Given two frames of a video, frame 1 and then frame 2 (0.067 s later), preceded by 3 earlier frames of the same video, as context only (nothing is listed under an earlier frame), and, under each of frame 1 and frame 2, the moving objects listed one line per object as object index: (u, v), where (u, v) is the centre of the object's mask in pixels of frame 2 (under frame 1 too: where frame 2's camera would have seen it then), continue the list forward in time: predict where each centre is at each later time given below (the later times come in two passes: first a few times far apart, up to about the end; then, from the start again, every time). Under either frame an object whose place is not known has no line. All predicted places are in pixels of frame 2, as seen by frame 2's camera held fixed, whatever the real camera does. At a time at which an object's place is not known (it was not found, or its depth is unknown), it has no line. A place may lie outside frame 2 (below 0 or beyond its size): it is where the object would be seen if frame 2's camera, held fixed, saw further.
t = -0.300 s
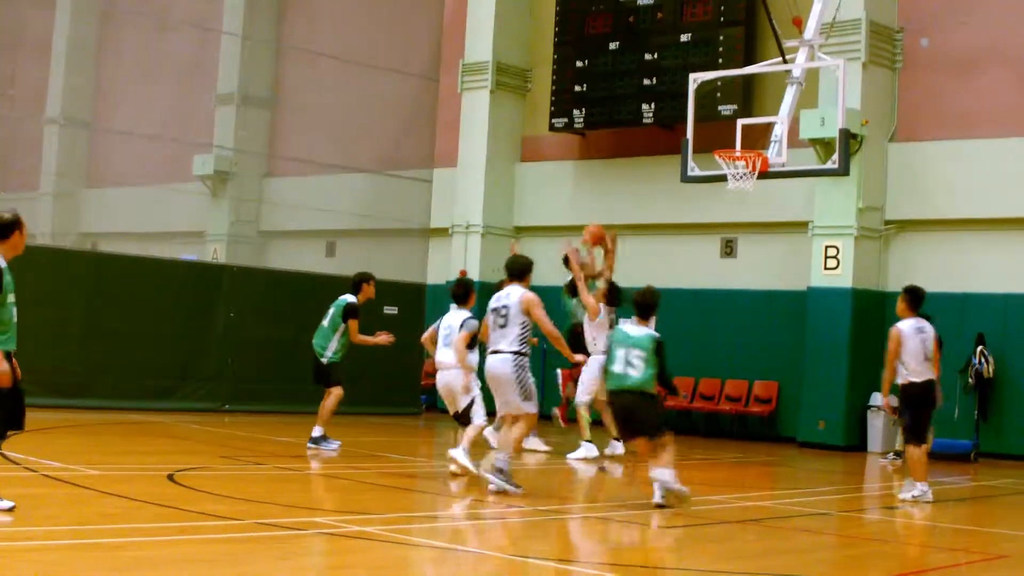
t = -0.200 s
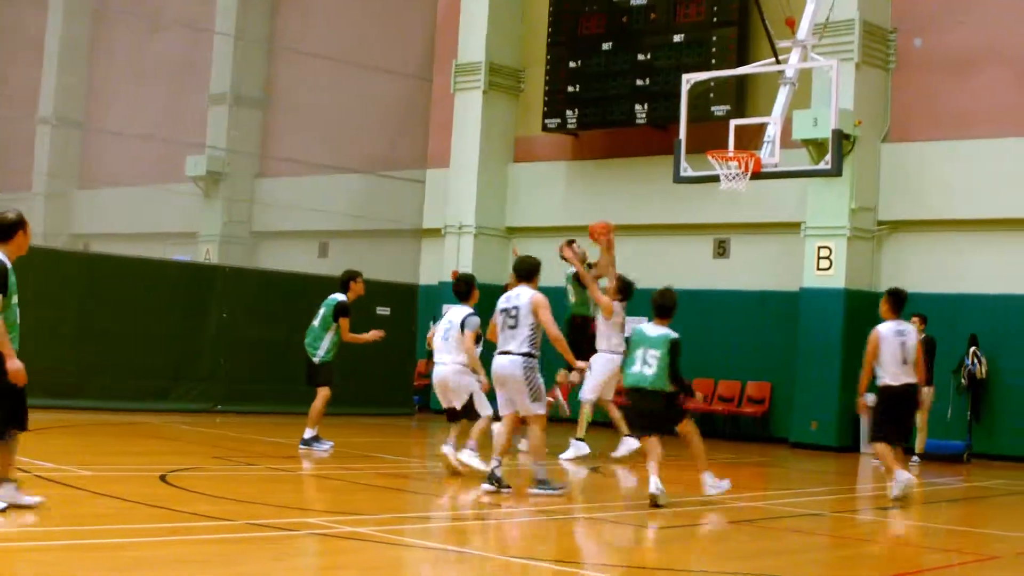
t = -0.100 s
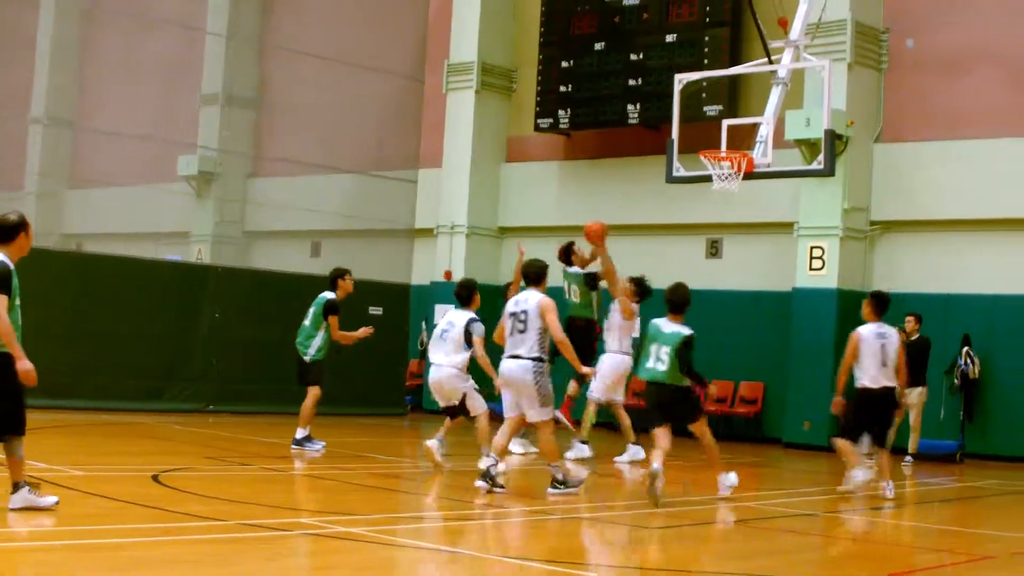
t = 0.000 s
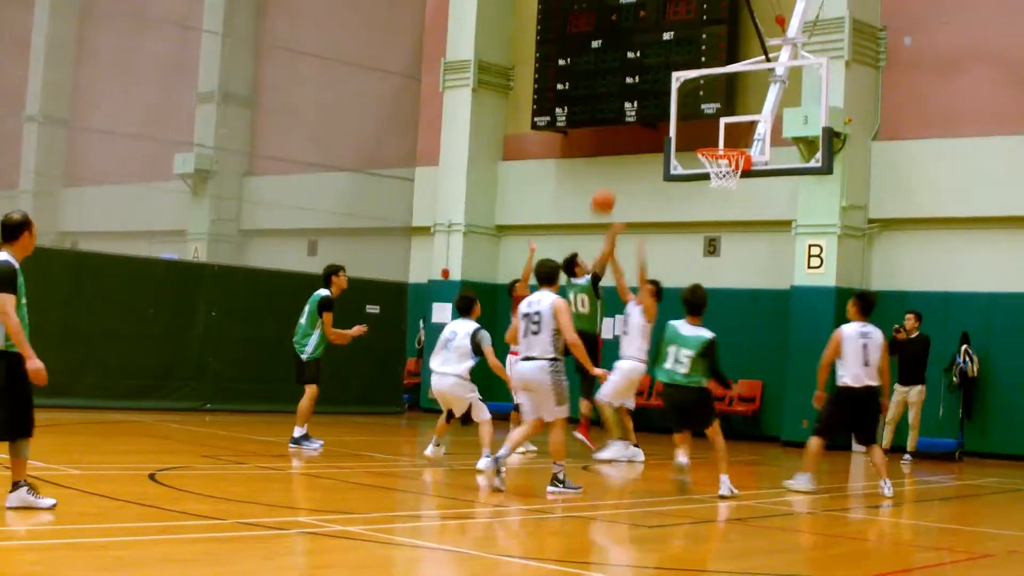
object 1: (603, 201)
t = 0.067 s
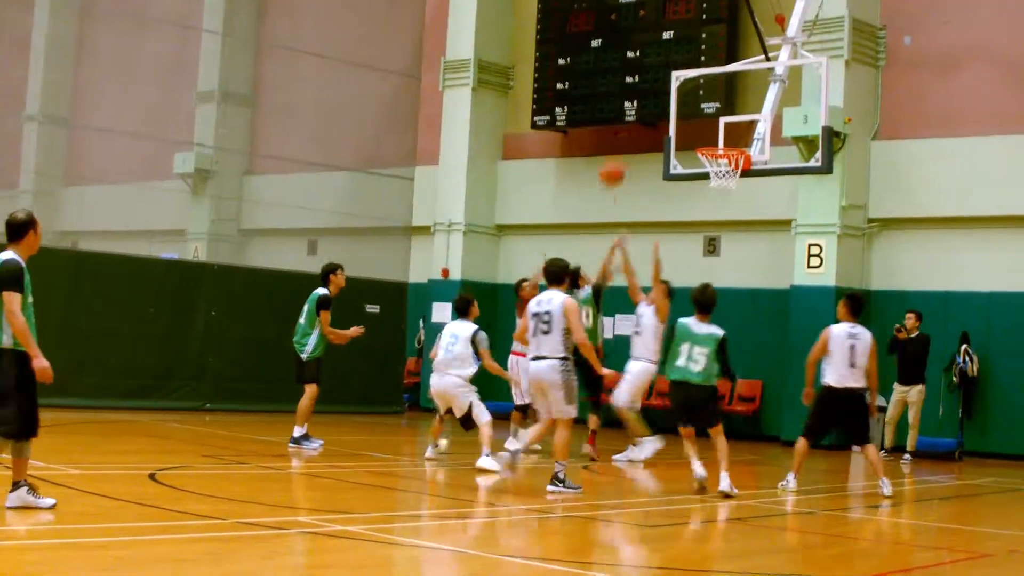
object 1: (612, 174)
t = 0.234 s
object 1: (636, 117)
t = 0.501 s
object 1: (673, 82)
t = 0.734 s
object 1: (705, 109)
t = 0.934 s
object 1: (718, 139)
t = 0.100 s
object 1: (618, 158)
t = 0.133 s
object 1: (623, 146)
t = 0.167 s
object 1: (627, 136)
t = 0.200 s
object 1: (632, 126)
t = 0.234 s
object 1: (636, 117)
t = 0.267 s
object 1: (643, 109)
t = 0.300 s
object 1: (647, 103)
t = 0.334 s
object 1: (651, 97)
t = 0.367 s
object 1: (656, 91)
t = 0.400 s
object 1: (660, 87)
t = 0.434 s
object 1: (664, 85)
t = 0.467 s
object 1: (669, 83)
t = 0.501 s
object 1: (673, 82)
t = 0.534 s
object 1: (678, 82)
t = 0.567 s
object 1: (683, 85)
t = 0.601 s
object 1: (687, 87)
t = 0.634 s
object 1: (692, 90)
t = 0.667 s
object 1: (696, 95)
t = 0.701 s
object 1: (700, 101)
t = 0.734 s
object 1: (705, 109)
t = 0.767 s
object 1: (709, 118)
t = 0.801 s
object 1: (712, 126)
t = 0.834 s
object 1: (717, 136)
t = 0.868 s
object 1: (718, 137)
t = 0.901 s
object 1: (718, 137)
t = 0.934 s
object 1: (718, 139)
